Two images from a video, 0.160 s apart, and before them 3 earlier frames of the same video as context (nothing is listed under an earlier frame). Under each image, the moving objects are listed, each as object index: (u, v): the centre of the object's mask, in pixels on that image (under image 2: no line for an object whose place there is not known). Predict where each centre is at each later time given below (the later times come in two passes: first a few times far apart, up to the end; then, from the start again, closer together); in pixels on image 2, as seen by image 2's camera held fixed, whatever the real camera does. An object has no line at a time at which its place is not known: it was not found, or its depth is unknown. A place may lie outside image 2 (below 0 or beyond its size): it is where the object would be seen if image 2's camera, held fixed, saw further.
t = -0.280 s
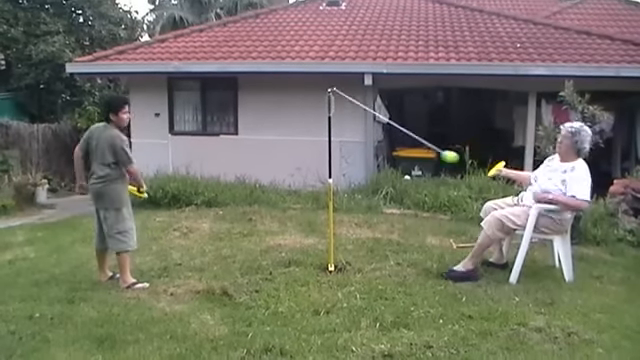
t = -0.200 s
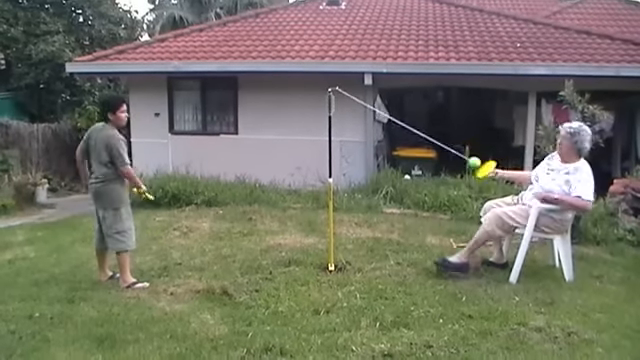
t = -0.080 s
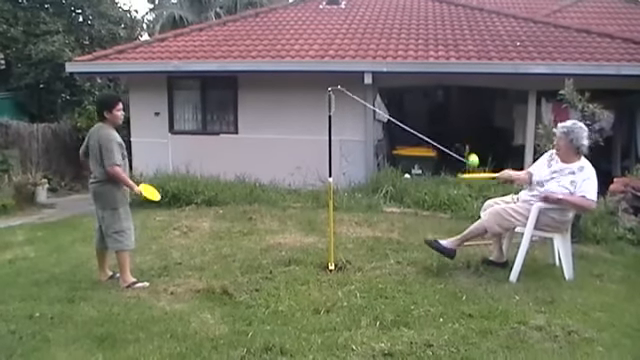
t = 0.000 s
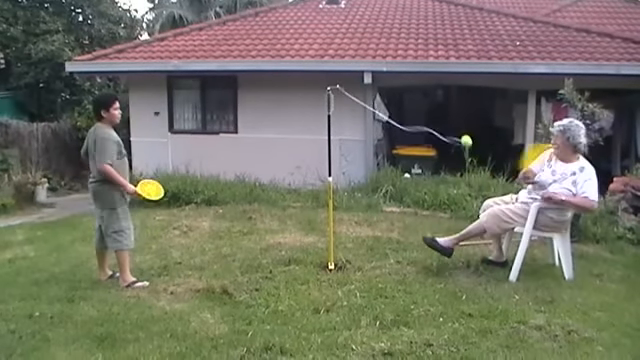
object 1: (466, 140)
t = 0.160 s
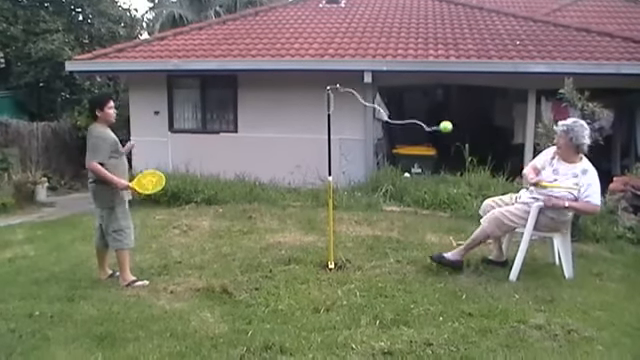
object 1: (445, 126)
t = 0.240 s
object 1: (432, 133)
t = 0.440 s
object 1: (371, 178)
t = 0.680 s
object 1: (280, 232)
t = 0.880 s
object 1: (255, 216)
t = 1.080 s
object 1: (273, 169)
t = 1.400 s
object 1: (332, 128)
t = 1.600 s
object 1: (365, 144)
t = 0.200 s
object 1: (439, 129)
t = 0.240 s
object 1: (432, 133)
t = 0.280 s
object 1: (425, 140)
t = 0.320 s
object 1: (415, 150)
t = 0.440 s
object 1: (371, 178)
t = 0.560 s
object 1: (320, 213)
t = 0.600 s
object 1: (305, 223)
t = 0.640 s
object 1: (291, 229)
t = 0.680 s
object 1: (280, 232)
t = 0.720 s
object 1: (270, 233)
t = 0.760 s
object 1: (262, 233)
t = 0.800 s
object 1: (258, 229)
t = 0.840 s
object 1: (255, 224)
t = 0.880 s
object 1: (255, 216)
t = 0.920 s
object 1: (256, 208)
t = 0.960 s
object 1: (259, 199)
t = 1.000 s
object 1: (263, 189)
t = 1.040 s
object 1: (268, 179)
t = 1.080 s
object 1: (273, 169)
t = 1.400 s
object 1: (332, 128)
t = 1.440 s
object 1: (338, 129)
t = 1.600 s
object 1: (365, 144)
